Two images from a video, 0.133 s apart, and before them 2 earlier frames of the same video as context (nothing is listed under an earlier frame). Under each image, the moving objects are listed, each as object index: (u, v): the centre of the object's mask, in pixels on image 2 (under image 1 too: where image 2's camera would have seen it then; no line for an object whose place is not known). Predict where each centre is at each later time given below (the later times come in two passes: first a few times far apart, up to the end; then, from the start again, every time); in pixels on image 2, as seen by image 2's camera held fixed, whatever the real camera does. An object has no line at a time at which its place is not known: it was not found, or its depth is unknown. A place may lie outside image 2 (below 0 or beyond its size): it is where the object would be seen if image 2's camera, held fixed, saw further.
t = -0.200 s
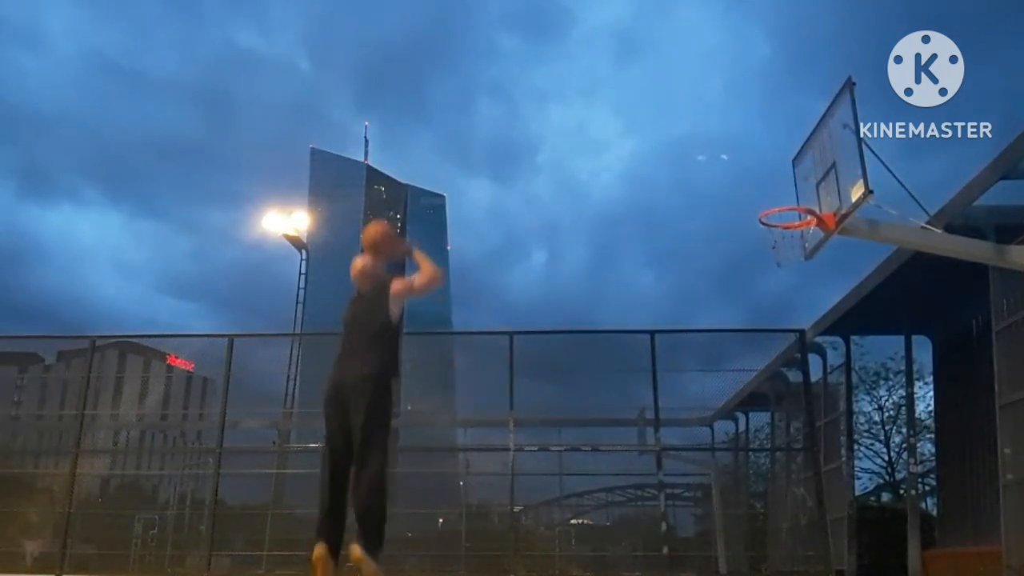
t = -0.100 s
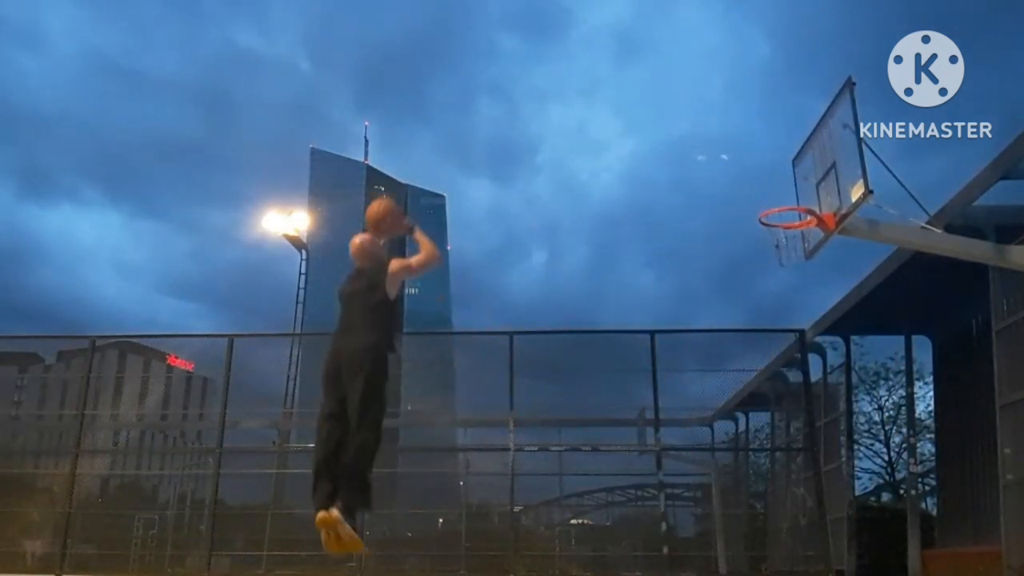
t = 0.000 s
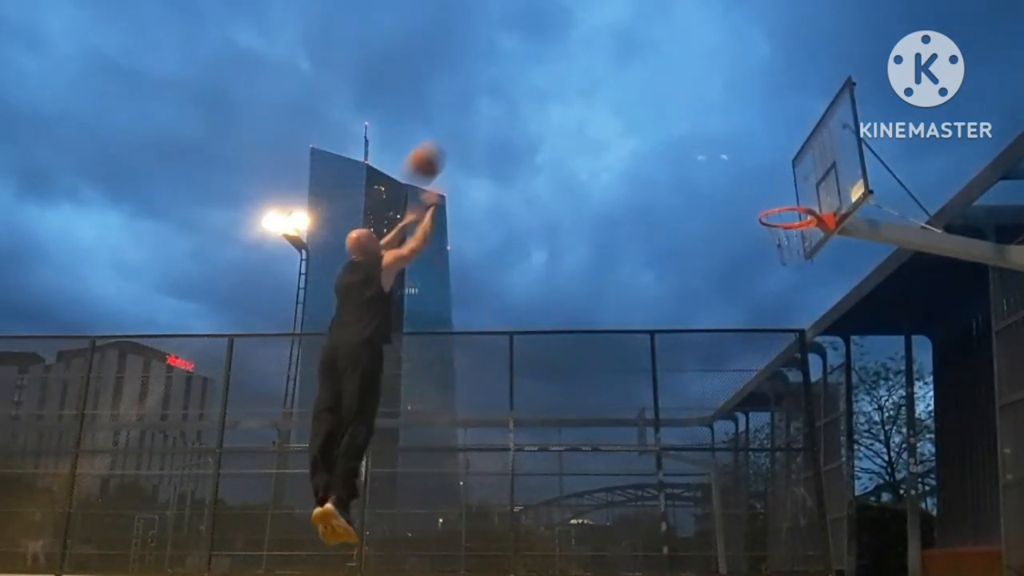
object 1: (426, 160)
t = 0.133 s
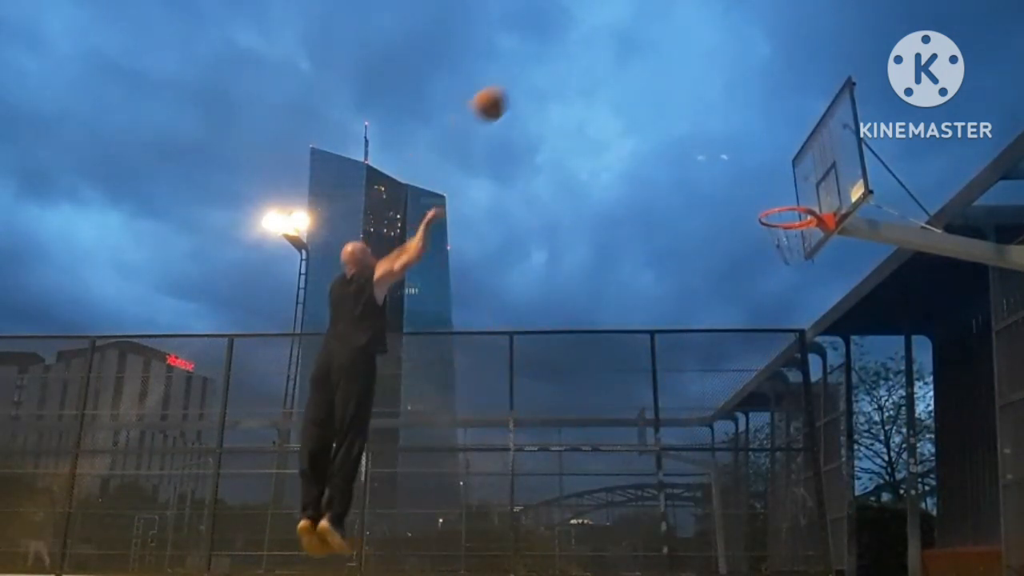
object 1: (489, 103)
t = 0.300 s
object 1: (558, 69)
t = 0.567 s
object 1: (654, 79)
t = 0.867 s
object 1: (752, 168)
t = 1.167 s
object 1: (801, 245)
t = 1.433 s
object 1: (810, 305)
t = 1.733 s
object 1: (834, 479)
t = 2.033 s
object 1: (826, 441)
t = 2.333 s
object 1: (807, 348)
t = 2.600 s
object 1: (800, 357)
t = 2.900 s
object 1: (805, 483)
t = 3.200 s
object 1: (794, 469)
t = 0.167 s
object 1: (504, 94)
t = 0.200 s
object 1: (518, 86)
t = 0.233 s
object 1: (531, 79)
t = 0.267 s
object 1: (545, 73)
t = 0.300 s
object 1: (558, 69)
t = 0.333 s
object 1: (571, 67)
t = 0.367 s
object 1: (583, 65)
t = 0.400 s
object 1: (596, 64)
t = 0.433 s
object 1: (608, 65)
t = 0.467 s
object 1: (619, 67)
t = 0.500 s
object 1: (631, 70)
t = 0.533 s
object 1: (643, 74)
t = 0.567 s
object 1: (654, 79)
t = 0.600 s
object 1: (665, 85)
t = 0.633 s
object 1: (676, 92)
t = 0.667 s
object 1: (686, 100)
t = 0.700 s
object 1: (698, 109)
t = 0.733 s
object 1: (709, 119)
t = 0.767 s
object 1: (719, 130)
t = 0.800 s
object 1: (730, 141)
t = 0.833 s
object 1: (740, 154)
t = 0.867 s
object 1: (752, 168)
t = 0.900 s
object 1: (763, 183)
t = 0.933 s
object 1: (773, 197)
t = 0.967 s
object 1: (786, 217)
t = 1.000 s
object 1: (795, 233)
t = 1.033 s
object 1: (798, 237)
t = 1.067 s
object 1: (798, 237)
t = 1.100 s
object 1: (799, 239)
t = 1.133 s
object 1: (800, 242)
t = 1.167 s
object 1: (801, 245)
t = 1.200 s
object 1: (801, 248)
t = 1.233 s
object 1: (802, 252)
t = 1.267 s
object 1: (803, 258)
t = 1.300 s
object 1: (804, 263)
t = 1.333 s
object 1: (806, 272)
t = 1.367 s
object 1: (807, 282)
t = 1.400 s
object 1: (809, 293)
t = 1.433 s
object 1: (810, 305)
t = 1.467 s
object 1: (812, 318)
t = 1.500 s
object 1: (814, 335)
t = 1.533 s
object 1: (816, 349)
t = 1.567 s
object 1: (819, 369)
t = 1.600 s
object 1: (821, 389)
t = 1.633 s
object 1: (824, 407)
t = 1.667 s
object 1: (827, 430)
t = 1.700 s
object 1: (831, 454)
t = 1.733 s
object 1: (834, 479)
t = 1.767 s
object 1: (840, 509)
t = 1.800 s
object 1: (843, 538)
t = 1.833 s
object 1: (847, 562)
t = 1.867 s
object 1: (845, 550)
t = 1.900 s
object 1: (841, 523)
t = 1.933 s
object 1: (837, 501)
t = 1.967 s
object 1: (833, 479)
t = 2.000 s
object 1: (829, 459)
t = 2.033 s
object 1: (826, 441)
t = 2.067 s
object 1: (823, 425)
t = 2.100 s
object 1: (821, 410)
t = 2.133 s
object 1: (819, 398)
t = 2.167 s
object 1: (816, 386)
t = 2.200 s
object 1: (814, 375)
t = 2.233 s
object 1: (811, 365)
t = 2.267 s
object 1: (811, 358)
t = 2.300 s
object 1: (809, 353)
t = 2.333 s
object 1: (807, 348)
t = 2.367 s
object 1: (806, 344)
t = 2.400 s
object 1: (805, 343)
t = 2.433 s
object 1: (803, 343)
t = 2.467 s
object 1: (803, 343)
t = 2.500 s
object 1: (803, 345)
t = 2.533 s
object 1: (802, 347)
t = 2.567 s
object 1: (801, 351)
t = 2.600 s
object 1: (800, 357)
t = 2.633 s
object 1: (800, 365)
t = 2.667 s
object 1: (800, 375)
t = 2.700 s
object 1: (799, 385)
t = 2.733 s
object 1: (800, 398)
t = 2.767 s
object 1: (801, 411)
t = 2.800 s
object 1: (802, 427)
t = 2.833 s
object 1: (802, 442)
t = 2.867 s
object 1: (803, 462)
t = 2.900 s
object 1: (805, 483)
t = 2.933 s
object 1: (806, 505)
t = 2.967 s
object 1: (808, 531)
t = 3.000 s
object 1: (810, 556)
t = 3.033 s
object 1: (810, 558)
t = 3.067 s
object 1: (805, 538)
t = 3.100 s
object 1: (802, 518)
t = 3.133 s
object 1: (800, 501)
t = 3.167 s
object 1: (797, 484)
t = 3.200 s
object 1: (794, 469)
